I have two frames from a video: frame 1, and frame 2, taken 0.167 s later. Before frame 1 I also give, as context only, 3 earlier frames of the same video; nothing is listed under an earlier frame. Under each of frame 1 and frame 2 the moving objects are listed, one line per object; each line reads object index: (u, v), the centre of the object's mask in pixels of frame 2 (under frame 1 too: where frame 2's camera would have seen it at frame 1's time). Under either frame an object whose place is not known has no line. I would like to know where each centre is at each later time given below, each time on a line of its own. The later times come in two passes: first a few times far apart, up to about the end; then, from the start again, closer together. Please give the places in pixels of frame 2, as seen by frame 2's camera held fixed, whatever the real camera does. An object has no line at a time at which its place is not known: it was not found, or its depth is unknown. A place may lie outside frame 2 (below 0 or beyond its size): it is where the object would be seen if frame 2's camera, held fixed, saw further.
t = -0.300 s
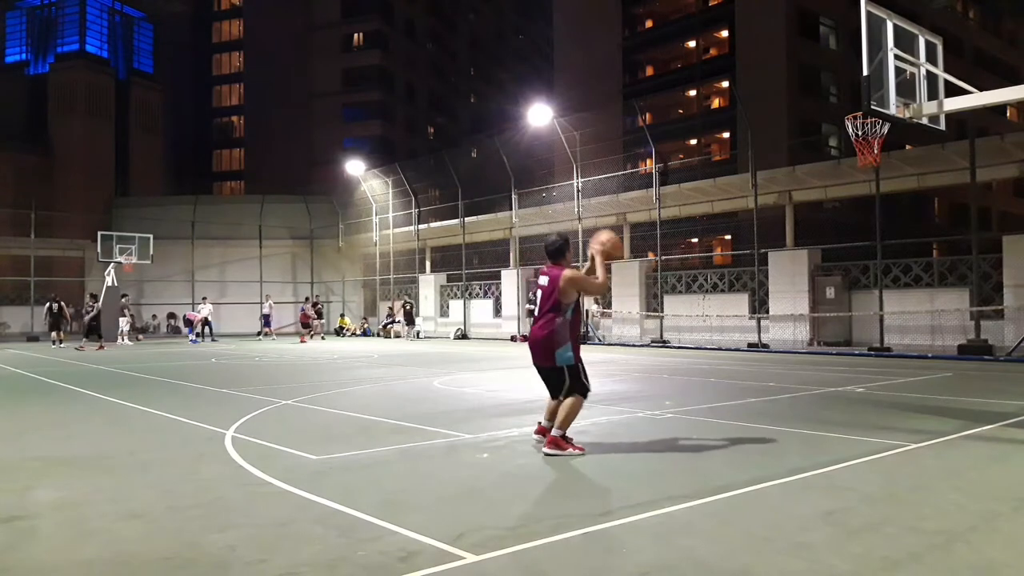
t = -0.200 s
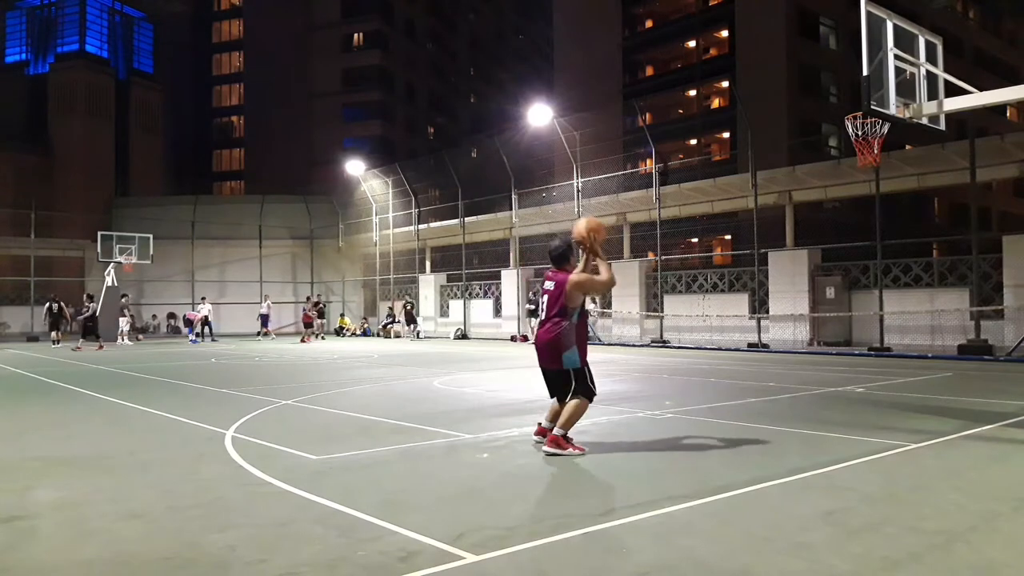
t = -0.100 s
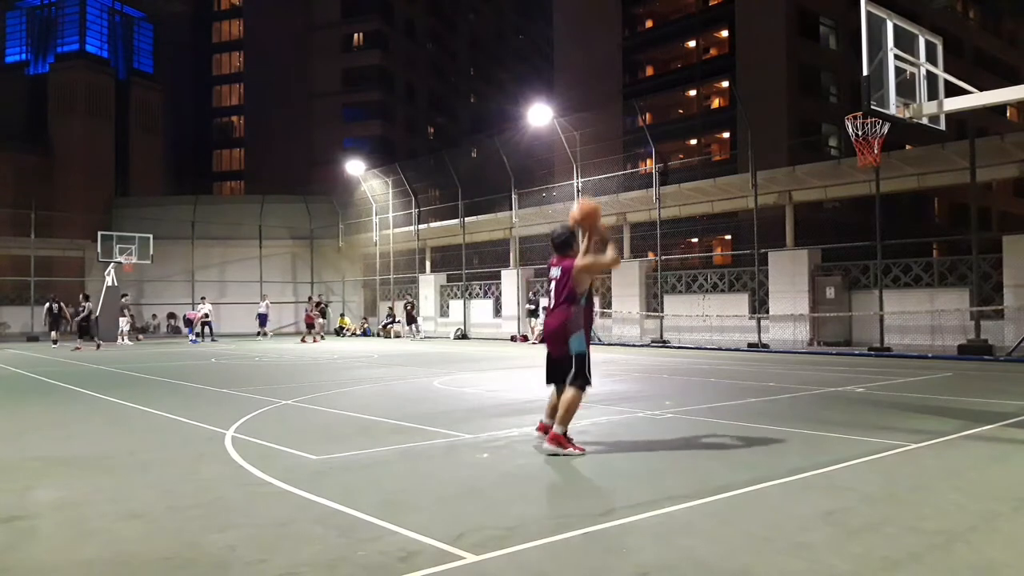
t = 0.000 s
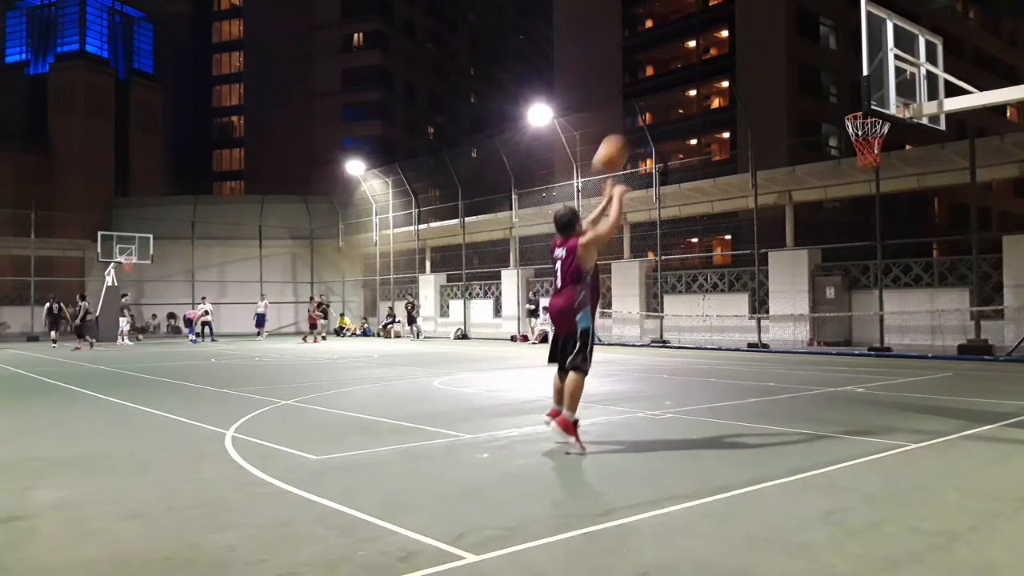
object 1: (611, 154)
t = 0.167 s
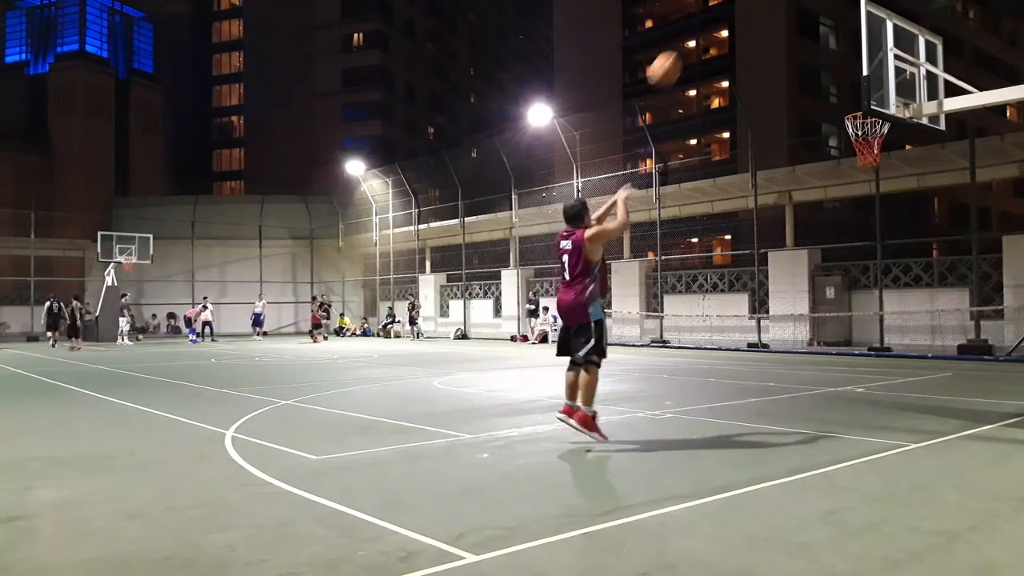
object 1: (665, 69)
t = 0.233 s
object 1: (686, 46)
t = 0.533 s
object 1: (768, 10)
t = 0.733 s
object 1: (815, 37)
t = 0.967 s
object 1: (856, 103)
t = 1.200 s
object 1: (880, 98)
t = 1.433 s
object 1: (883, 105)
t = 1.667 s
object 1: (892, 171)
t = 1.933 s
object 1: (901, 298)
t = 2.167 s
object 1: (908, 349)
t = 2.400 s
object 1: (914, 263)
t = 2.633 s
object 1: (922, 225)
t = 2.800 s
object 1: (927, 224)
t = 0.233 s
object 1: (686, 46)
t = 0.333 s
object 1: (715, 21)
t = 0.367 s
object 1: (724, 16)
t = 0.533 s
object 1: (768, 10)
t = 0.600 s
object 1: (784, 13)
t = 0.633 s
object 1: (792, 18)
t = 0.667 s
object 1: (800, 23)
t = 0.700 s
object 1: (807, 29)
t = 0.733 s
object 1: (815, 37)
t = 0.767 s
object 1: (822, 45)
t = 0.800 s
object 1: (829, 54)
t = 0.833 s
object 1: (837, 64)
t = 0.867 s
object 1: (844, 75)
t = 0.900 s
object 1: (850, 87)
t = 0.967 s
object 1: (856, 103)
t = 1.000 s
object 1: (857, 103)
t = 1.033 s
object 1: (875, 99)
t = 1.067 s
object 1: (877, 101)
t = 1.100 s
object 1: (879, 102)
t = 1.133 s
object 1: (880, 101)
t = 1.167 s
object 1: (880, 99)
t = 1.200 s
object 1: (880, 98)
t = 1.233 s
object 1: (880, 98)
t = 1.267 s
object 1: (880, 98)
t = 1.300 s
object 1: (880, 99)
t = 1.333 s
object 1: (880, 99)
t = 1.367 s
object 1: (880, 101)
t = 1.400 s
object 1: (882, 103)
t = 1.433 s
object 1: (883, 105)
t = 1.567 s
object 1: (892, 140)
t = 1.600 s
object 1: (891, 146)
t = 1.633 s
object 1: (891, 159)
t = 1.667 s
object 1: (892, 171)
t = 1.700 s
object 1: (892, 184)
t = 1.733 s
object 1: (895, 198)
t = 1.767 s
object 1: (895, 213)
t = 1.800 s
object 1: (896, 228)
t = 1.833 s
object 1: (897, 243)
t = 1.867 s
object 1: (899, 260)
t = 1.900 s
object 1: (900, 278)
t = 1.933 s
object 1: (901, 298)
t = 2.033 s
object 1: (903, 359)
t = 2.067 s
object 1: (905, 383)
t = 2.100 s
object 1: (906, 383)
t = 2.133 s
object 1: (907, 366)
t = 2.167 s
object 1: (908, 349)
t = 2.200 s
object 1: (909, 334)
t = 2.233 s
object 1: (912, 320)
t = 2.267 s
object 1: (912, 307)
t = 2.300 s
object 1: (912, 294)
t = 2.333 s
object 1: (913, 281)
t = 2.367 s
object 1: (913, 271)
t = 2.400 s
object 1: (914, 263)
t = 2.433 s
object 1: (916, 255)
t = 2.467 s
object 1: (916, 247)
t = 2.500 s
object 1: (917, 241)
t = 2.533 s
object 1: (918, 235)
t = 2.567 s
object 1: (919, 230)
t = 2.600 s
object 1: (920, 227)
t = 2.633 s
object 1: (922, 225)
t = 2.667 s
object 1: (922, 223)
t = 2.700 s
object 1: (924, 222)
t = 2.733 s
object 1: (925, 222)
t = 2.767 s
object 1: (926, 223)
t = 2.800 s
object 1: (927, 224)
